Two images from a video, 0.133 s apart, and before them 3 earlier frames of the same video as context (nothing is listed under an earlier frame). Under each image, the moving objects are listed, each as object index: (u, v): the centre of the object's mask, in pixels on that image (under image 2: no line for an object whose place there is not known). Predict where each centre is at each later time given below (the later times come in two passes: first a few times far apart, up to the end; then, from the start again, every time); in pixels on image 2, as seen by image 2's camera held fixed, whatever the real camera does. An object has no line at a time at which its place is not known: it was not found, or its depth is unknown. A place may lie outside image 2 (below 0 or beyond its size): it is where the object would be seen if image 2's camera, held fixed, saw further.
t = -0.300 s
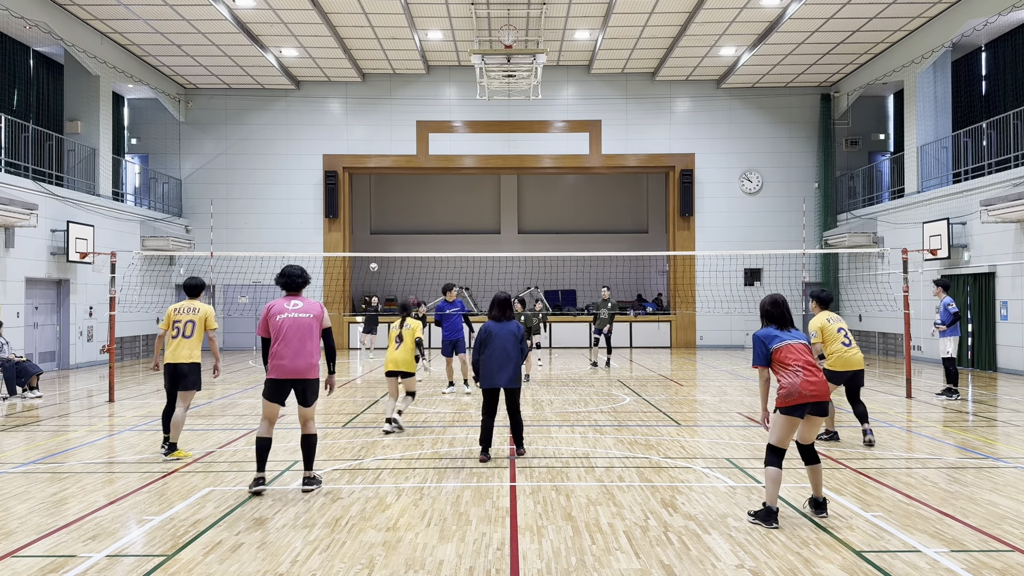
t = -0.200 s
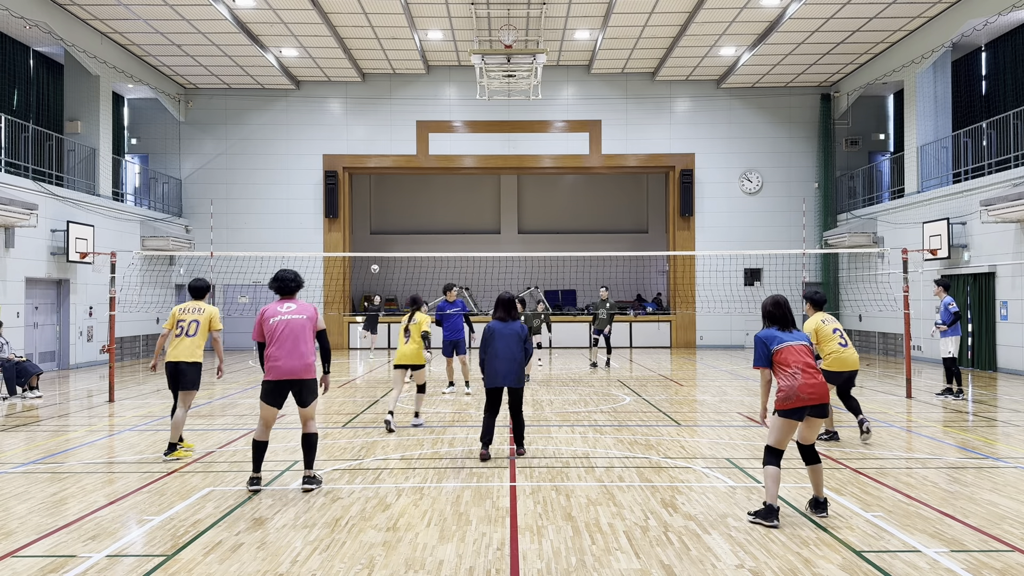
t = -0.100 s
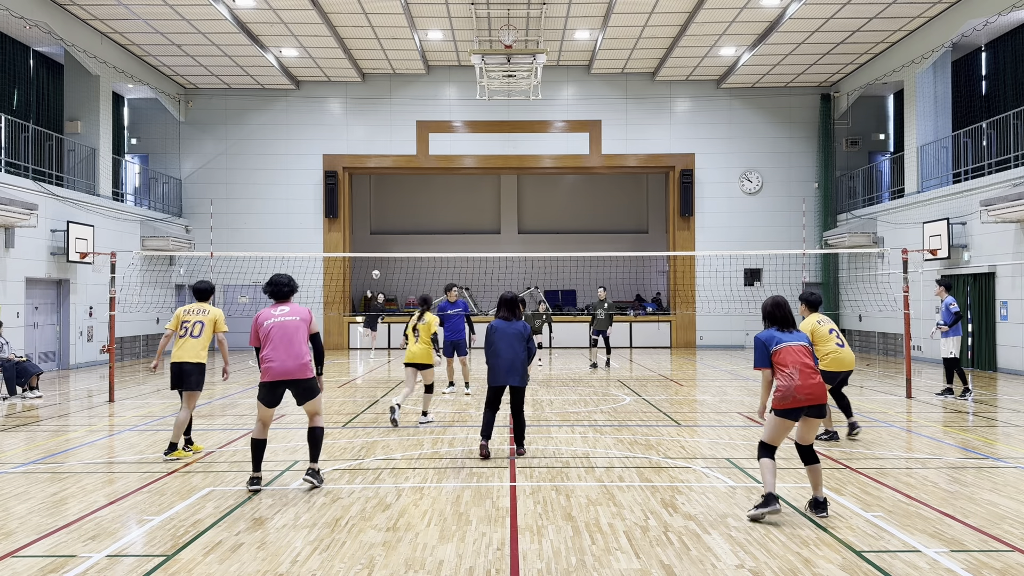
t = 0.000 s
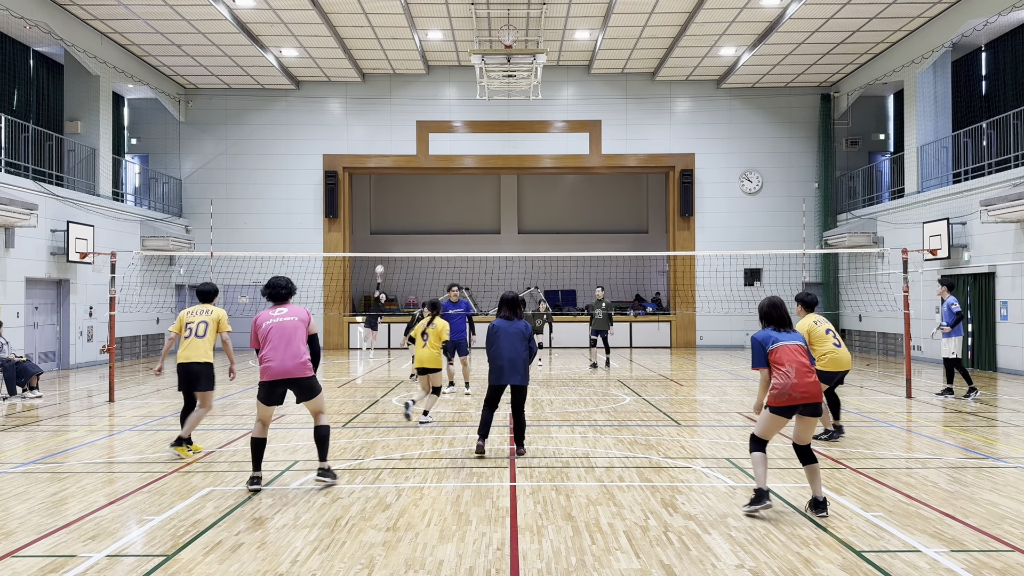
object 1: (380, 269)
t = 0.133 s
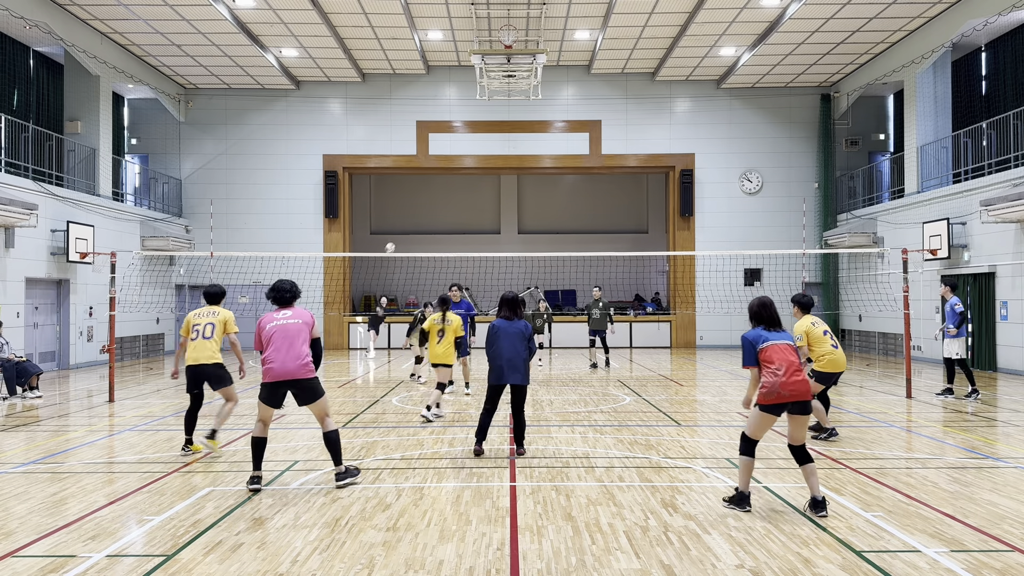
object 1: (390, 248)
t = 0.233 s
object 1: (399, 235)
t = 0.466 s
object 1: (428, 223)
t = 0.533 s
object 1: (439, 225)
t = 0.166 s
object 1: (393, 243)
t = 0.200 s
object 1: (396, 239)
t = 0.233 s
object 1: (399, 235)
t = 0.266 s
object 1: (403, 232)
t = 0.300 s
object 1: (407, 229)
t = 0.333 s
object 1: (411, 227)
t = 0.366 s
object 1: (415, 225)
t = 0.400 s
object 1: (419, 224)
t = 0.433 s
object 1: (424, 223)
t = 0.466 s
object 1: (428, 223)
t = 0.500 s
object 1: (434, 224)
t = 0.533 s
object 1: (439, 225)
